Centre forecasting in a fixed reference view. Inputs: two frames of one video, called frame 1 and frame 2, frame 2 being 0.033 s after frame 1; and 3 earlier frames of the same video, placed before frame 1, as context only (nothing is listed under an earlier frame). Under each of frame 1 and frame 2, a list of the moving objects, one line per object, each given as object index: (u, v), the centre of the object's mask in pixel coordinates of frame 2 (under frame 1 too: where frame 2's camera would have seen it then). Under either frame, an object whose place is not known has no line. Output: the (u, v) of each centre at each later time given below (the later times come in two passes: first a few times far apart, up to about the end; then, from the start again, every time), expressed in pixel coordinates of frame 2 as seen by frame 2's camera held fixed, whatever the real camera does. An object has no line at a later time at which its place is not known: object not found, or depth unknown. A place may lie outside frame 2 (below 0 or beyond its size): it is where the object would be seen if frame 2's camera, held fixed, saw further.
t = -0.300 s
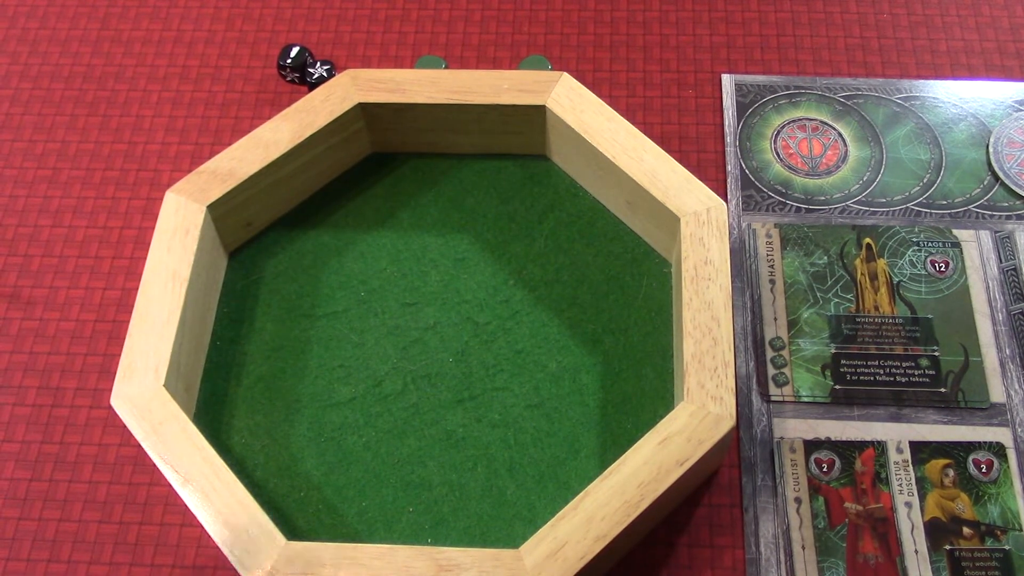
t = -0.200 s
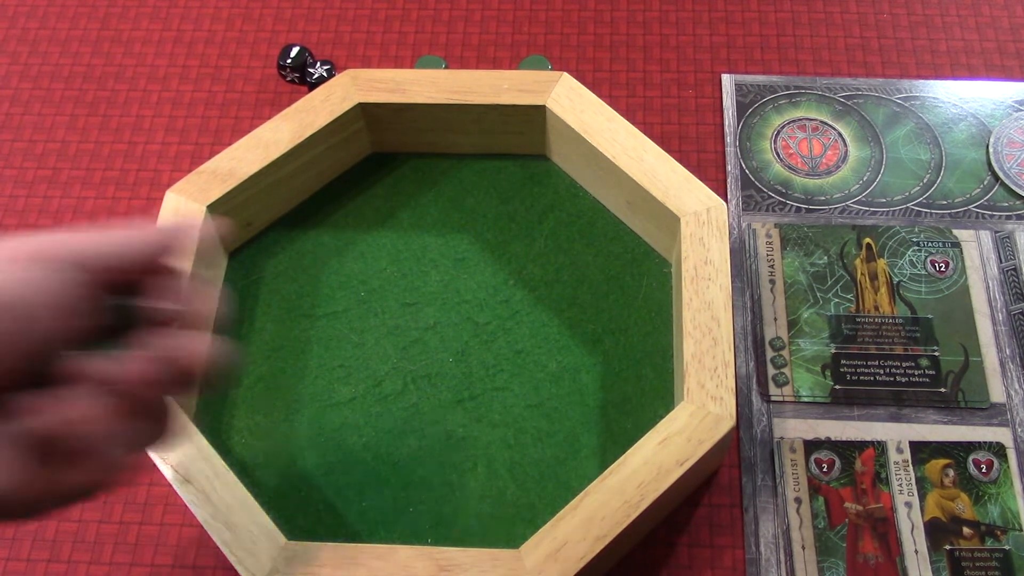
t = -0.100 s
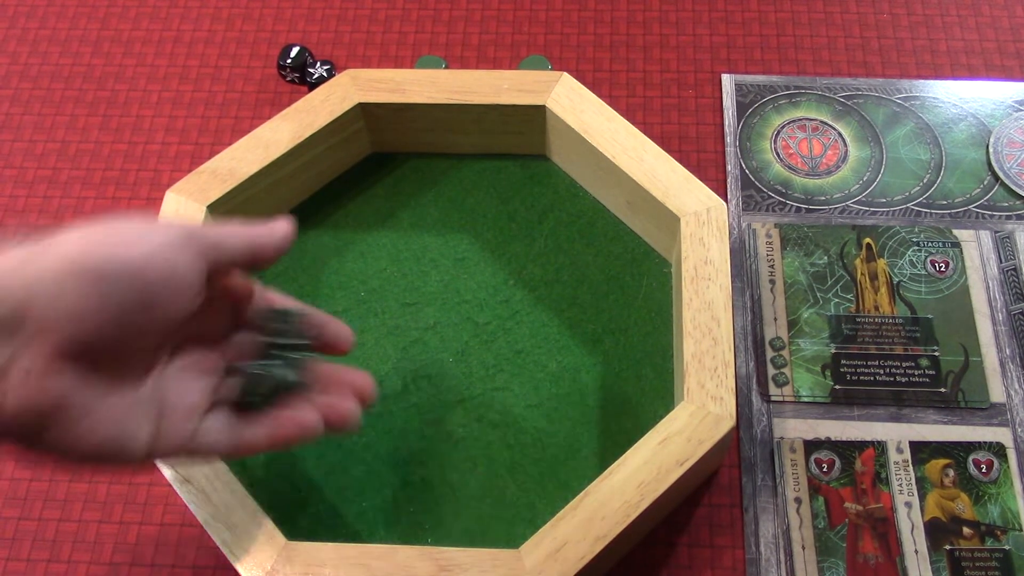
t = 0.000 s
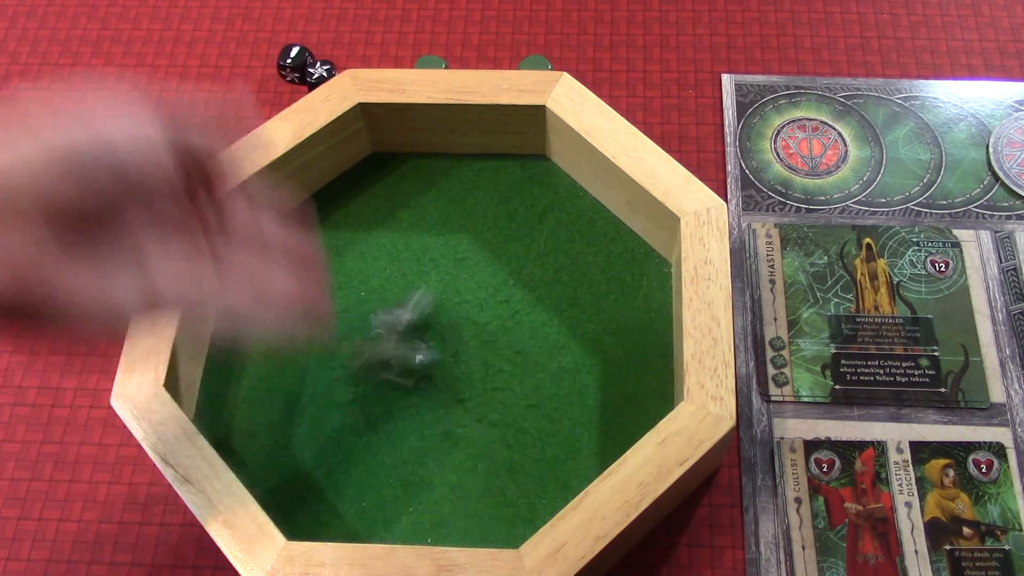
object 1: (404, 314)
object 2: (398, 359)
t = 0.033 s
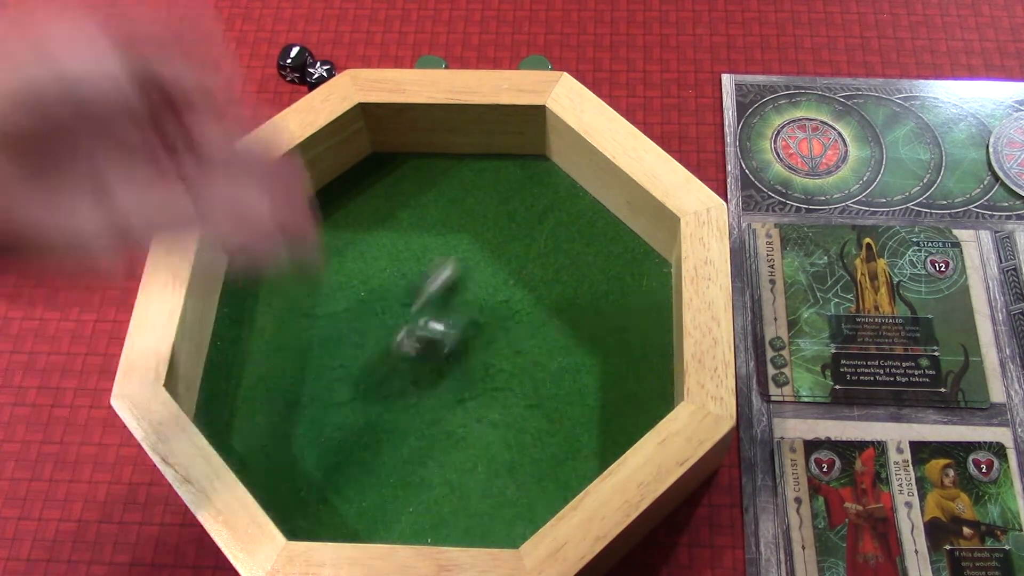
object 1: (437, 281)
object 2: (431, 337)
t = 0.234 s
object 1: (559, 198)
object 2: (610, 309)
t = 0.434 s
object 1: (480, 163)
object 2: (620, 291)
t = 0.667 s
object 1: (453, 165)
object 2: (585, 305)
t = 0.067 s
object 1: (476, 254)
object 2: (462, 326)
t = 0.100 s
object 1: (514, 237)
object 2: (496, 325)
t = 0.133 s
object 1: (545, 217)
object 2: (531, 330)
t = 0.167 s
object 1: (577, 208)
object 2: (564, 314)
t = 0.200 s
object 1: (570, 196)
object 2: (585, 309)
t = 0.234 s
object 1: (559, 198)
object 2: (610, 309)
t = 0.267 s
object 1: (545, 190)
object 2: (631, 305)
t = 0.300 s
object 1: (529, 184)
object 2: (649, 300)
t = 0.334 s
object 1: (513, 181)
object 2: (648, 298)
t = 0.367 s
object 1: (501, 178)
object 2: (636, 293)
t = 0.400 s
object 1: (491, 170)
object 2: (630, 292)
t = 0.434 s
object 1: (480, 163)
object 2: (620, 291)
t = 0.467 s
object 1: (475, 159)
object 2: (610, 294)
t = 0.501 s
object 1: (469, 163)
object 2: (605, 297)
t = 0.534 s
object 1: (464, 164)
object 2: (601, 301)
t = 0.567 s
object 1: (458, 162)
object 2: (597, 302)
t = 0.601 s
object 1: (454, 163)
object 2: (594, 303)
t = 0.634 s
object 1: (453, 165)
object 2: (590, 305)
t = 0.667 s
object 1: (453, 165)
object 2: (585, 305)
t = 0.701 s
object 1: (453, 165)
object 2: (584, 311)
